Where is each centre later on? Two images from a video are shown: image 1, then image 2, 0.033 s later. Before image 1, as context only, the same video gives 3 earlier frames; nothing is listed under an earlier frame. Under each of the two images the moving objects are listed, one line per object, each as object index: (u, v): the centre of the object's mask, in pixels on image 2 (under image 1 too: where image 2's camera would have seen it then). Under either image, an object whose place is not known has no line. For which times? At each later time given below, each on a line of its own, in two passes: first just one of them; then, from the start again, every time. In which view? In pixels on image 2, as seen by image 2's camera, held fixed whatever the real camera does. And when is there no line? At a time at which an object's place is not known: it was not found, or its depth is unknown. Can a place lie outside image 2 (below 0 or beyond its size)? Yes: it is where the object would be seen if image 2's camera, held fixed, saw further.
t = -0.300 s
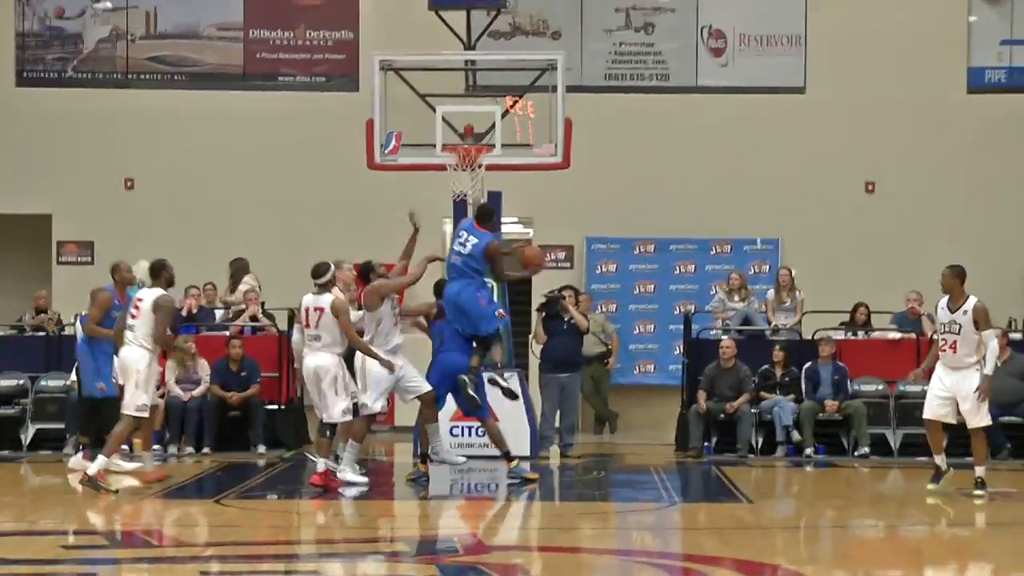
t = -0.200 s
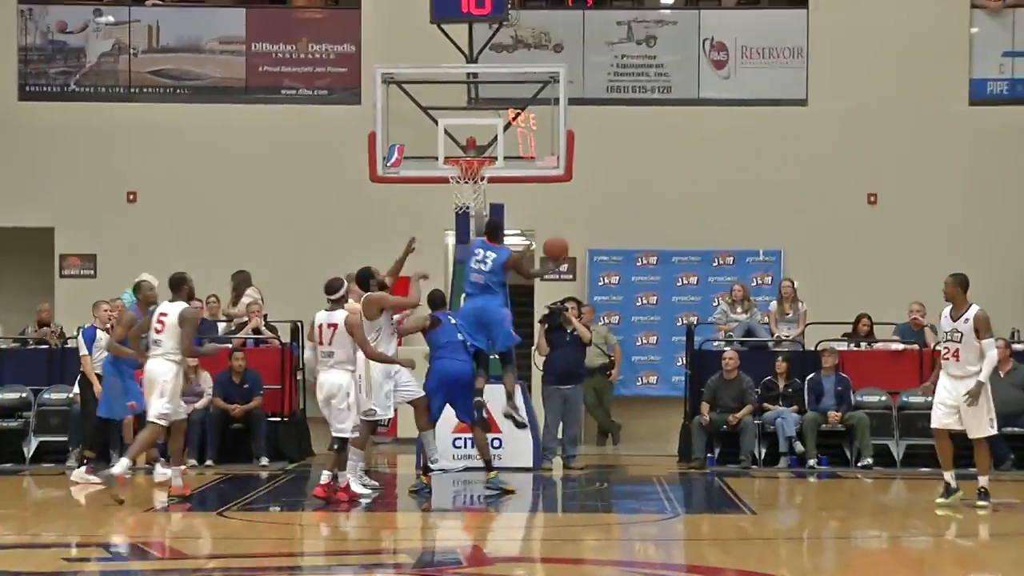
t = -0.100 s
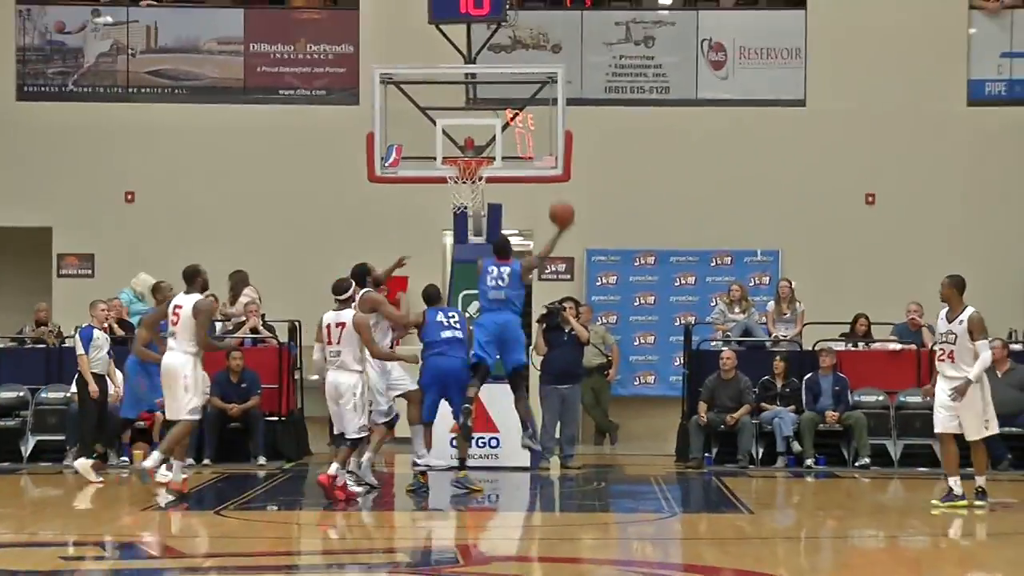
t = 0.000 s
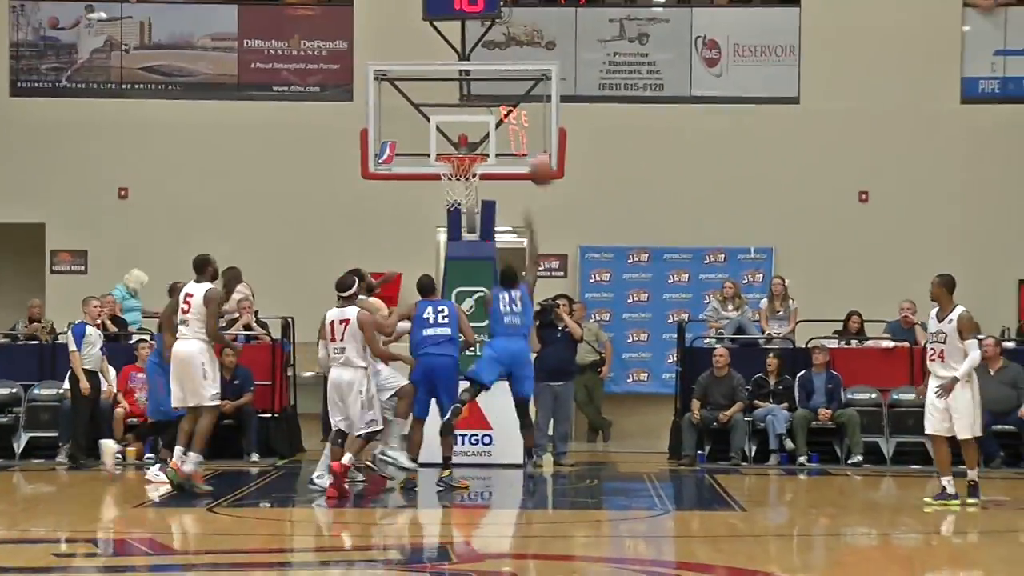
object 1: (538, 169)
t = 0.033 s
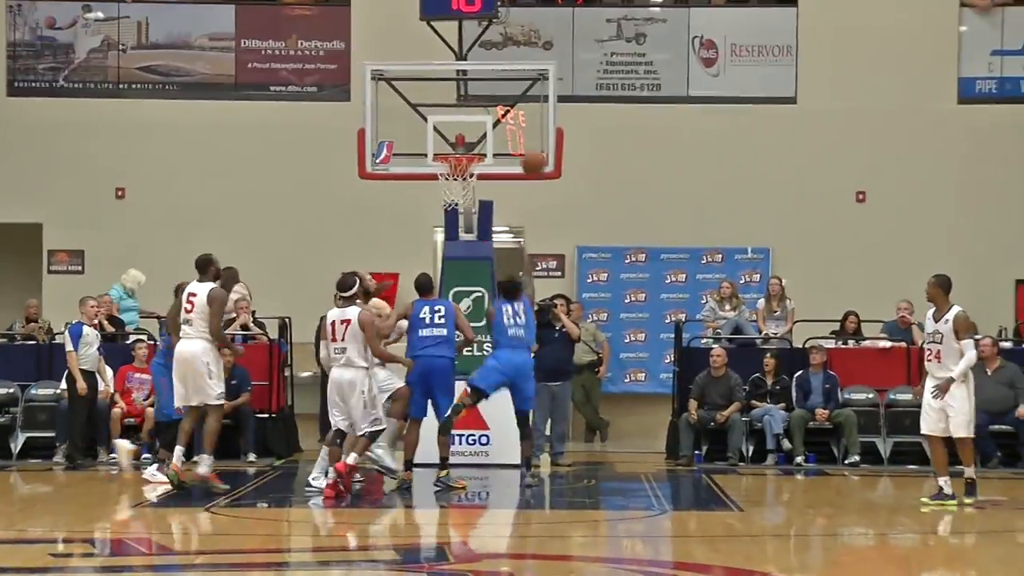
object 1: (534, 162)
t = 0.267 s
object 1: (496, 122)
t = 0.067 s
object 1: (528, 152)
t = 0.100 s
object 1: (523, 144)
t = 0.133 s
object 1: (517, 137)
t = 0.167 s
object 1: (511, 133)
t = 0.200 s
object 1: (507, 127)
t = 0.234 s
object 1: (502, 124)
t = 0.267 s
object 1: (496, 122)
